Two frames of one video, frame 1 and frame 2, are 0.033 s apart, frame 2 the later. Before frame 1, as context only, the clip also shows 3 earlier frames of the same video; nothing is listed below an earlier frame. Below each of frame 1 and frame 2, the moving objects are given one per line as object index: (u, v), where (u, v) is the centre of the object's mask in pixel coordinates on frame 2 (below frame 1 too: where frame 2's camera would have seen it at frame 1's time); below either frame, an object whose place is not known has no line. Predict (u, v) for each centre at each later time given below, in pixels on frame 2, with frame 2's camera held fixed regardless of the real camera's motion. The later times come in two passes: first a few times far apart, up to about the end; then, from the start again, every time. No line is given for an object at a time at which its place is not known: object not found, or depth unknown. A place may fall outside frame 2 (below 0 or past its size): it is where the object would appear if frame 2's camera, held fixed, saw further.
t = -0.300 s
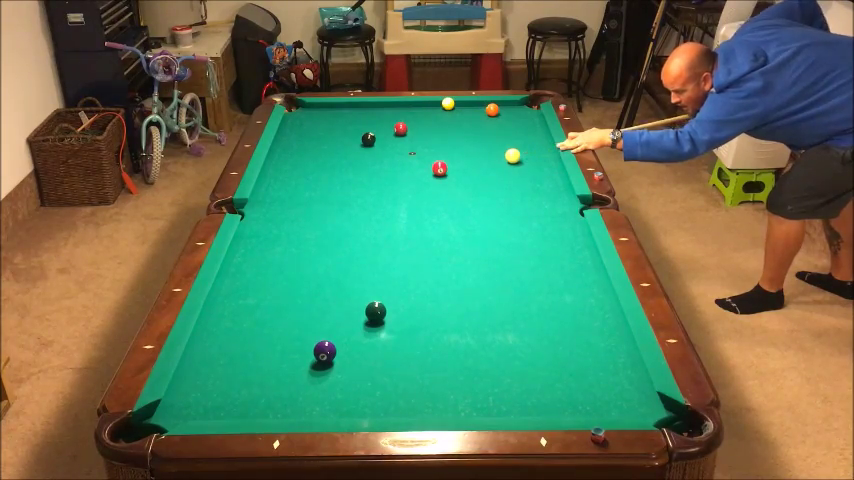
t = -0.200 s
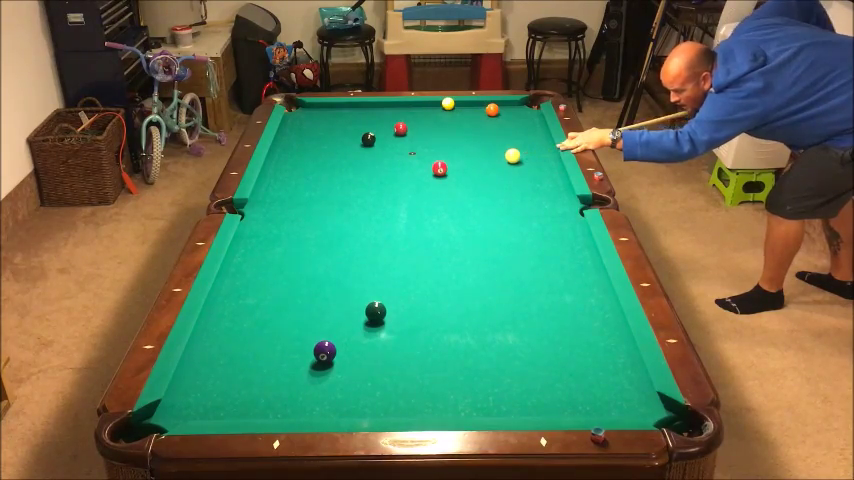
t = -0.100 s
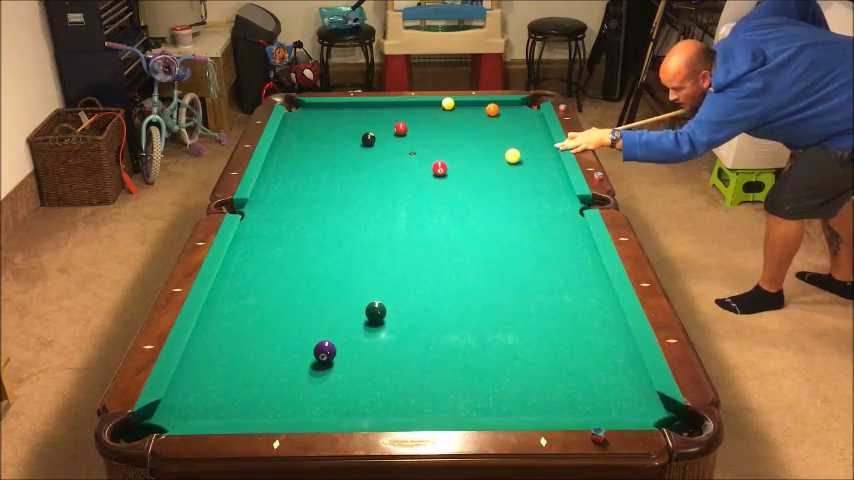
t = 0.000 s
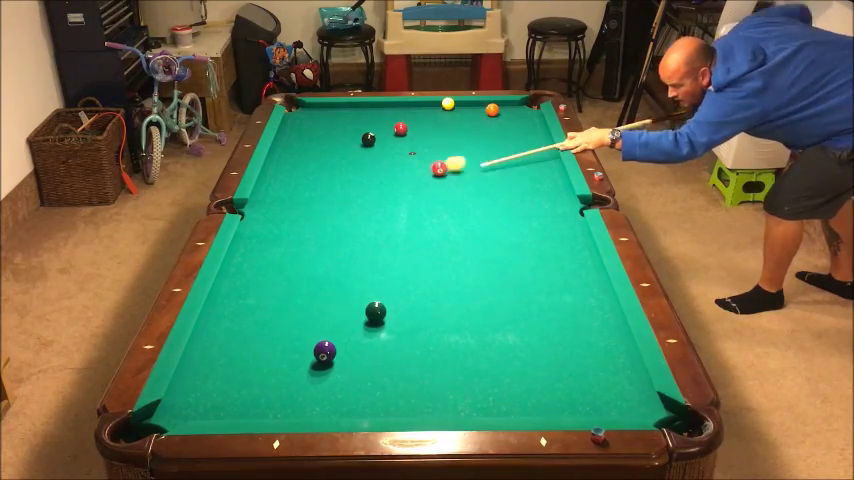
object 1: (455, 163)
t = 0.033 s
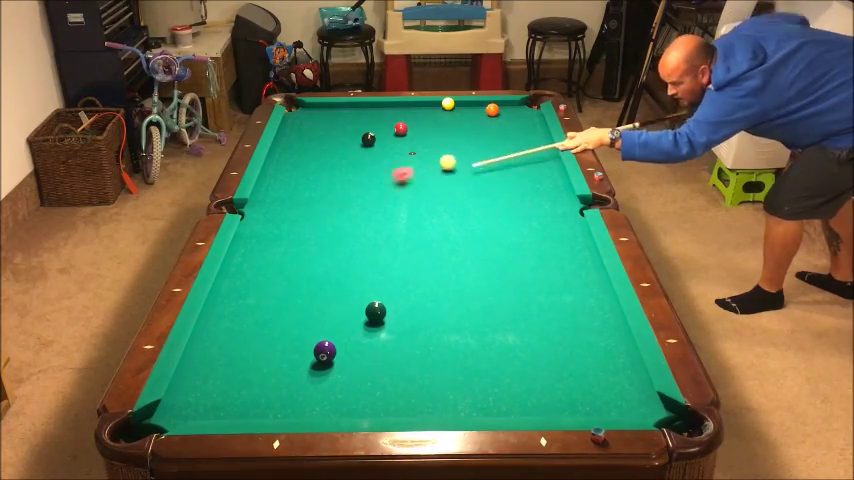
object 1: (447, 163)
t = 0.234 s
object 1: (410, 160)
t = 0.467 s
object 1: (355, 159)
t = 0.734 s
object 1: (294, 159)
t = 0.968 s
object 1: (285, 165)
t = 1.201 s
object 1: (306, 174)
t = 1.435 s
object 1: (327, 184)
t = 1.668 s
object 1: (348, 193)
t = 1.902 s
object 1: (369, 203)
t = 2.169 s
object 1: (394, 214)
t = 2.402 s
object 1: (415, 223)
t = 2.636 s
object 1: (437, 233)
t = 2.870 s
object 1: (458, 242)
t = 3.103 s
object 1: (479, 252)
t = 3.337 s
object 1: (500, 261)
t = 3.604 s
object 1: (523, 271)
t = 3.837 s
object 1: (543, 280)
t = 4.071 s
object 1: (562, 288)
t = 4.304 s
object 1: (580, 295)
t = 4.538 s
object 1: (597, 302)
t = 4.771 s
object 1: (609, 308)
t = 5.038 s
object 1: (603, 311)
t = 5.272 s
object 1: (598, 313)
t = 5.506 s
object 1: (595, 314)
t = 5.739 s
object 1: (594, 315)
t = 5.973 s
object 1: (594, 315)
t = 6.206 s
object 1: (594, 315)
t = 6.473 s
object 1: (594, 315)
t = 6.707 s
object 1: (594, 315)
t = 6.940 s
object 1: (594, 315)
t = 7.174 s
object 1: (594, 315)
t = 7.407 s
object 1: (594, 315)
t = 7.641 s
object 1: (594, 315)
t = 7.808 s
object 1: (594, 315)
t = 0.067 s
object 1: (442, 163)
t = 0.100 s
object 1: (437, 162)
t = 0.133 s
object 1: (431, 161)
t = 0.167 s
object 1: (424, 160)
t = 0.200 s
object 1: (417, 160)
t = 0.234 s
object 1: (410, 160)
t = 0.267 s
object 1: (403, 160)
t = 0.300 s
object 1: (395, 160)
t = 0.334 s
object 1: (387, 159)
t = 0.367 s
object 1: (379, 159)
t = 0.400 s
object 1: (371, 159)
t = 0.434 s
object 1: (363, 159)
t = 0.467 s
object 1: (355, 159)
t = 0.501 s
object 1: (347, 159)
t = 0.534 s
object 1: (340, 159)
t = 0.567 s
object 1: (332, 159)
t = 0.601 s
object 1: (324, 159)
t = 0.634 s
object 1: (317, 159)
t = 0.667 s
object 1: (309, 159)
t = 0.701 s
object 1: (301, 159)
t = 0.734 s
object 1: (294, 159)
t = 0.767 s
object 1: (286, 160)
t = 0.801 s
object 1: (279, 159)
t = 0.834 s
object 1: (272, 160)
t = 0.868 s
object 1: (276, 161)
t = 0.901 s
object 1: (279, 162)
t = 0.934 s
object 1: (282, 164)
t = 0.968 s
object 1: (285, 165)
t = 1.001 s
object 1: (288, 166)
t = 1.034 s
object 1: (292, 168)
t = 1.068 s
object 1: (294, 169)
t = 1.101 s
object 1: (297, 170)
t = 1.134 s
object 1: (300, 172)
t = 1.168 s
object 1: (303, 173)
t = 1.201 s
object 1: (306, 174)
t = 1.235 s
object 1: (309, 175)
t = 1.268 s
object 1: (312, 177)
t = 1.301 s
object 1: (315, 178)
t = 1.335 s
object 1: (318, 180)
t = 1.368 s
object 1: (321, 181)
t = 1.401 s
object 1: (324, 183)
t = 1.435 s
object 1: (327, 184)
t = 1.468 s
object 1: (330, 185)
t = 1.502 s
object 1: (333, 186)
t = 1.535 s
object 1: (336, 188)
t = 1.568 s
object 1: (339, 189)
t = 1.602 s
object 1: (342, 190)
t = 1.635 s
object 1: (345, 192)
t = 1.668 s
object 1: (348, 193)
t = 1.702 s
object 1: (351, 195)
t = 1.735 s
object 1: (354, 196)
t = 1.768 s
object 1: (357, 197)
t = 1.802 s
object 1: (360, 199)
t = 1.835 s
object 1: (363, 200)
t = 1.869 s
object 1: (366, 201)
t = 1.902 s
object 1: (369, 203)
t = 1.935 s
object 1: (372, 204)
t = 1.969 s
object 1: (375, 206)
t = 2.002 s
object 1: (378, 207)
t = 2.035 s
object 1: (382, 208)
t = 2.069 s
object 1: (385, 210)
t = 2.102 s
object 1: (388, 211)
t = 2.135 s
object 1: (391, 212)
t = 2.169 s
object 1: (394, 214)
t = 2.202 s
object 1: (397, 215)
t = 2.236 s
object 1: (400, 217)
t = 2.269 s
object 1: (403, 218)
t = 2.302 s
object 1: (406, 219)
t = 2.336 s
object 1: (409, 221)
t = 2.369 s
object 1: (412, 222)
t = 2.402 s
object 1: (415, 223)
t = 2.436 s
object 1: (419, 224)
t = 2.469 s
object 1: (422, 226)
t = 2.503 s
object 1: (425, 227)
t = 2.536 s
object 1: (428, 229)
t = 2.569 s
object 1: (431, 230)
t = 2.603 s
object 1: (434, 232)
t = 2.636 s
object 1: (437, 233)
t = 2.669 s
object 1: (440, 234)
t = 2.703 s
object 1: (443, 236)
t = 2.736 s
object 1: (446, 237)
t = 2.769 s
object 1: (449, 238)
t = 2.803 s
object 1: (452, 240)
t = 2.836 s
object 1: (455, 241)
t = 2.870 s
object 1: (458, 242)
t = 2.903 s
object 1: (462, 244)
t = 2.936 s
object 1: (464, 245)
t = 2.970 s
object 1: (467, 246)
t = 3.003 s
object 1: (471, 248)
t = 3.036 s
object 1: (473, 249)
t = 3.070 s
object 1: (476, 250)
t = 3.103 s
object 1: (479, 252)
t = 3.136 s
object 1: (482, 253)
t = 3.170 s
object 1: (485, 254)
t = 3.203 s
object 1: (489, 256)
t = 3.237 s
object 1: (491, 257)
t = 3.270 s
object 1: (494, 258)
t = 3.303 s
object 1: (498, 260)
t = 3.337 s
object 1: (500, 261)
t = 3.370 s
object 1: (503, 262)
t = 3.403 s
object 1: (506, 263)
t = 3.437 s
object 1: (509, 265)
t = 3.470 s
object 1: (512, 266)
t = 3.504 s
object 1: (515, 267)
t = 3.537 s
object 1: (518, 269)
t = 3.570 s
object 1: (520, 270)
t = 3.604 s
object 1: (523, 271)
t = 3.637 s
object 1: (526, 272)
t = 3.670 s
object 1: (529, 273)
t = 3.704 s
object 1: (532, 275)
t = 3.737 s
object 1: (535, 276)
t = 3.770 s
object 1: (537, 277)
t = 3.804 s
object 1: (540, 278)
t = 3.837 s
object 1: (543, 280)
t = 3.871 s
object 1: (545, 281)
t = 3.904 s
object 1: (548, 282)
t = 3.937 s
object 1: (551, 283)
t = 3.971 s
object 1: (554, 284)
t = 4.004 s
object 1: (556, 285)
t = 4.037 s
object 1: (559, 286)
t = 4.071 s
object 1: (562, 288)
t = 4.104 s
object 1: (564, 289)
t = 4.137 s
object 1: (567, 290)
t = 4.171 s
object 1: (570, 291)
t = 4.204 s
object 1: (572, 292)
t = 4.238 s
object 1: (575, 293)
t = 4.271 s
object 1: (577, 294)
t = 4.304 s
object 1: (580, 295)
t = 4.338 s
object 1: (582, 296)
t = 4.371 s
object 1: (585, 297)
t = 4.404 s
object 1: (587, 298)
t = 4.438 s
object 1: (590, 299)
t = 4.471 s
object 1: (592, 300)
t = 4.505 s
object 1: (594, 301)
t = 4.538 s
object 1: (597, 302)
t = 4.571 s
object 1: (599, 303)
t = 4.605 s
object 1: (602, 304)
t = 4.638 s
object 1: (604, 305)
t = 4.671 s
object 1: (606, 306)
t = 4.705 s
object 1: (609, 307)
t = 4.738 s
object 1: (609, 307)
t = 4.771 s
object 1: (609, 308)
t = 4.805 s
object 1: (608, 308)
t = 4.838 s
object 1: (607, 309)
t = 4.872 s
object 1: (606, 309)
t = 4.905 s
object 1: (605, 310)
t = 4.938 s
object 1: (605, 310)
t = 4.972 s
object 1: (604, 310)
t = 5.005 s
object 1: (603, 311)
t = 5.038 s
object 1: (603, 311)
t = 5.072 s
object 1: (602, 311)
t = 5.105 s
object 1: (601, 312)
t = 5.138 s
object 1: (601, 312)
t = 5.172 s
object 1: (600, 312)
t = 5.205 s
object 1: (599, 312)
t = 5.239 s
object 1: (599, 313)
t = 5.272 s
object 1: (598, 313)
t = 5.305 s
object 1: (598, 313)
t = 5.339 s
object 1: (597, 313)
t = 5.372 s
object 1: (597, 313)
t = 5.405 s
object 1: (597, 314)
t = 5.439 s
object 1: (596, 314)
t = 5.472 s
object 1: (596, 314)
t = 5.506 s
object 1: (595, 314)
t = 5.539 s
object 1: (595, 314)
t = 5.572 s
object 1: (595, 314)
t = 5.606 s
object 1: (595, 314)
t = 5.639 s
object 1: (594, 315)
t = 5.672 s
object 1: (594, 315)
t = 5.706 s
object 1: (594, 315)
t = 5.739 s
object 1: (594, 315)
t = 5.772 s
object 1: (594, 315)
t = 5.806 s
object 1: (594, 315)
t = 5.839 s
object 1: (594, 315)
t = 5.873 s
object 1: (594, 315)
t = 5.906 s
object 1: (594, 315)
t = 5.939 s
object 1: (594, 315)
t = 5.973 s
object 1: (594, 315)
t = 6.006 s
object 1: (594, 315)
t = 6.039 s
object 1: (594, 315)
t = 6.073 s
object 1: (594, 315)
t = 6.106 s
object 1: (594, 315)
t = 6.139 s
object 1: (594, 315)
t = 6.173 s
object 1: (594, 315)
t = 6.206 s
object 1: (594, 315)
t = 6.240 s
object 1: (594, 315)
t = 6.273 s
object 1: (594, 315)
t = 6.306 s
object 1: (595, 315)
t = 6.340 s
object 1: (594, 315)
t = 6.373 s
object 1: (594, 315)
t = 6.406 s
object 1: (594, 315)
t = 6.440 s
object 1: (594, 315)
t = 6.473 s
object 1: (594, 315)
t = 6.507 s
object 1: (594, 315)
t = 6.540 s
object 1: (594, 315)
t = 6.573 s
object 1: (594, 315)
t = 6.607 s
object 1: (594, 315)
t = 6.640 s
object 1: (594, 315)
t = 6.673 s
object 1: (594, 315)
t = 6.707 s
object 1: (594, 315)
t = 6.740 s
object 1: (594, 315)
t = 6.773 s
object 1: (594, 315)
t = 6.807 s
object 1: (594, 315)
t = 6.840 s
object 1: (594, 315)
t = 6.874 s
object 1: (594, 315)
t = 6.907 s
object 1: (594, 315)
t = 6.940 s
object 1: (594, 315)
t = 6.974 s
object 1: (594, 315)
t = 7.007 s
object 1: (594, 315)
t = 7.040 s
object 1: (594, 315)
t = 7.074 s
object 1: (594, 315)
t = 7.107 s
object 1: (594, 315)
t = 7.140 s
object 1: (594, 315)
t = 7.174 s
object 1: (594, 315)
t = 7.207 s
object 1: (594, 315)
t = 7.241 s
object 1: (594, 315)
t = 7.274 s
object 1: (594, 315)
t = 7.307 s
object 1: (594, 315)
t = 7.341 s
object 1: (594, 315)
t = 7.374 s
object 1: (594, 315)
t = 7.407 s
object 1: (594, 315)
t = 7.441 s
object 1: (594, 315)
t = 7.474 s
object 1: (594, 315)
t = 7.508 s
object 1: (594, 315)
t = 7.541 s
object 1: (594, 315)
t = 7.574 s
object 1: (594, 315)
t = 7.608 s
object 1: (594, 315)
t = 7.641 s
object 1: (594, 315)
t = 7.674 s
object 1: (594, 315)
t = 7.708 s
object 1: (594, 315)
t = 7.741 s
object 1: (595, 315)
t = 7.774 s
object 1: (594, 315)
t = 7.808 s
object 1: (594, 315)
